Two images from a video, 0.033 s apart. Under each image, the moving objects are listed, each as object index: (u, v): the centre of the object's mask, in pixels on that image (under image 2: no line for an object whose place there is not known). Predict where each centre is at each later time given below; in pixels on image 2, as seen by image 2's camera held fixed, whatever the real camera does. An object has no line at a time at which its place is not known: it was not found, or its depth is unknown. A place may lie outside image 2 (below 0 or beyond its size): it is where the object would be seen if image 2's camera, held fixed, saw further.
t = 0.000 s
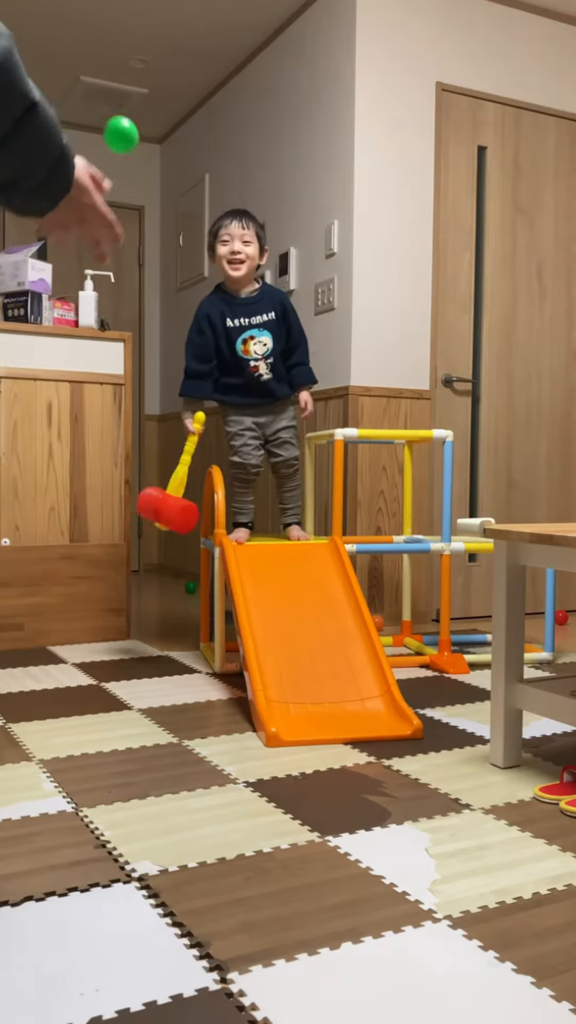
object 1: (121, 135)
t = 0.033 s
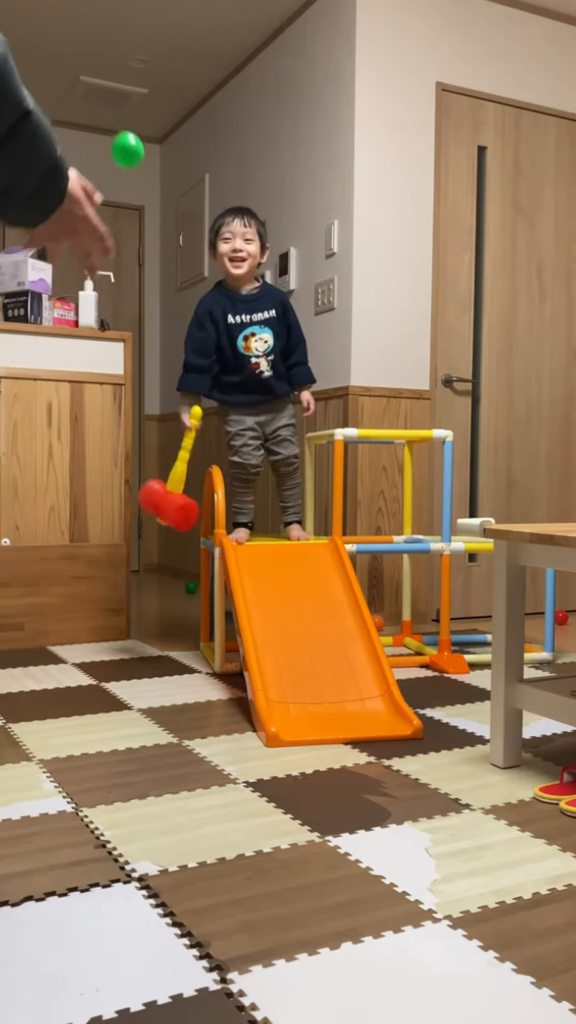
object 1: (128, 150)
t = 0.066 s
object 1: (133, 170)
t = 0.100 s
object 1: (138, 194)
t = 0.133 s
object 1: (144, 221)
